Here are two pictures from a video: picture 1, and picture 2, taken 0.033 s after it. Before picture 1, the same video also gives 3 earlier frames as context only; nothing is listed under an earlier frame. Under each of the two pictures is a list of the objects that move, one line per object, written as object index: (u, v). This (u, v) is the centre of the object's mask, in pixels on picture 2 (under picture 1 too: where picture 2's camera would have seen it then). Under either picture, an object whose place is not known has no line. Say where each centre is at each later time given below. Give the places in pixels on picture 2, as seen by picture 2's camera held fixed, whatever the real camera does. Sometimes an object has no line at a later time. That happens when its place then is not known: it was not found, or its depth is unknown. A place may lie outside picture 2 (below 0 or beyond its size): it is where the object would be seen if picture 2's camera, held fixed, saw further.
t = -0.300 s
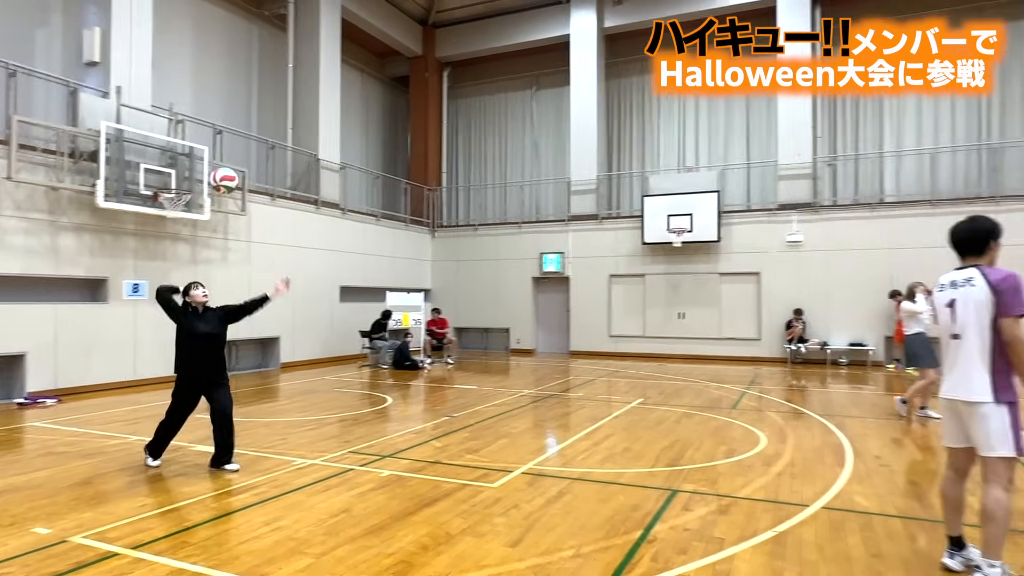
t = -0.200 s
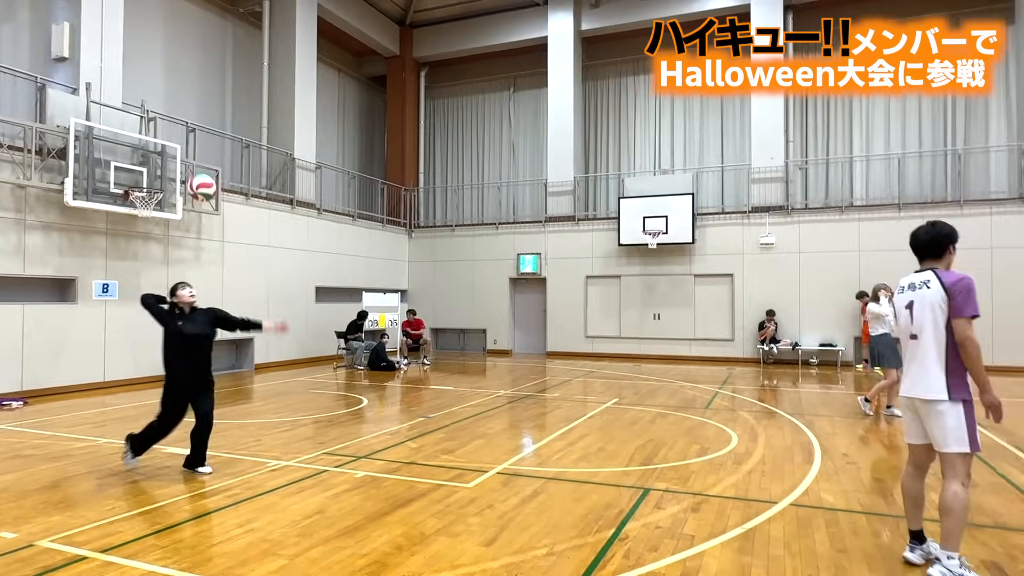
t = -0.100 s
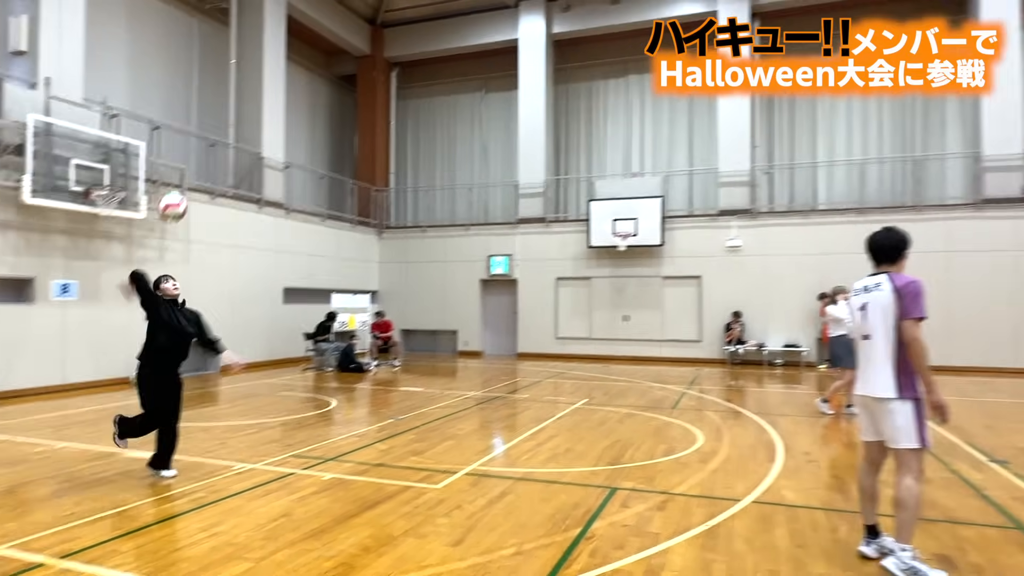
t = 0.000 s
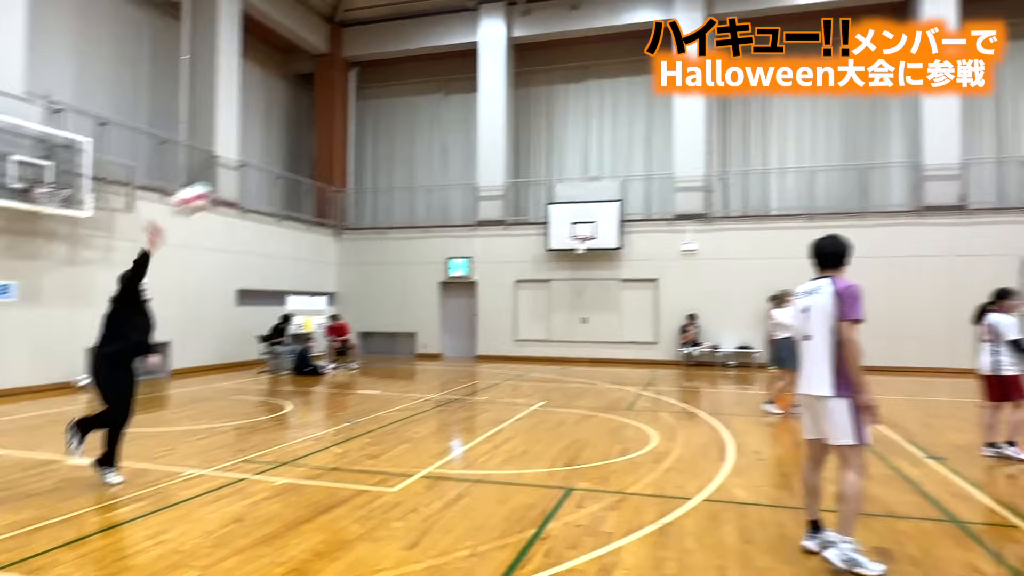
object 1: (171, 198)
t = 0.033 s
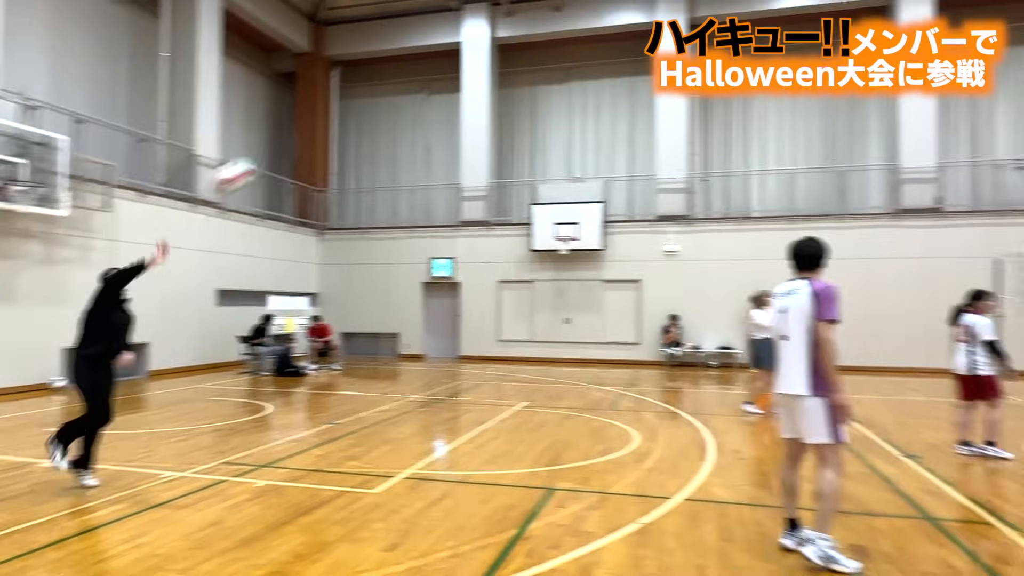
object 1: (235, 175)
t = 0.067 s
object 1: (293, 155)
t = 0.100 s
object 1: (355, 135)
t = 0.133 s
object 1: (417, 114)
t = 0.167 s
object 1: (480, 95)
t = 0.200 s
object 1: (545, 76)
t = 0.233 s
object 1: (611, 60)
